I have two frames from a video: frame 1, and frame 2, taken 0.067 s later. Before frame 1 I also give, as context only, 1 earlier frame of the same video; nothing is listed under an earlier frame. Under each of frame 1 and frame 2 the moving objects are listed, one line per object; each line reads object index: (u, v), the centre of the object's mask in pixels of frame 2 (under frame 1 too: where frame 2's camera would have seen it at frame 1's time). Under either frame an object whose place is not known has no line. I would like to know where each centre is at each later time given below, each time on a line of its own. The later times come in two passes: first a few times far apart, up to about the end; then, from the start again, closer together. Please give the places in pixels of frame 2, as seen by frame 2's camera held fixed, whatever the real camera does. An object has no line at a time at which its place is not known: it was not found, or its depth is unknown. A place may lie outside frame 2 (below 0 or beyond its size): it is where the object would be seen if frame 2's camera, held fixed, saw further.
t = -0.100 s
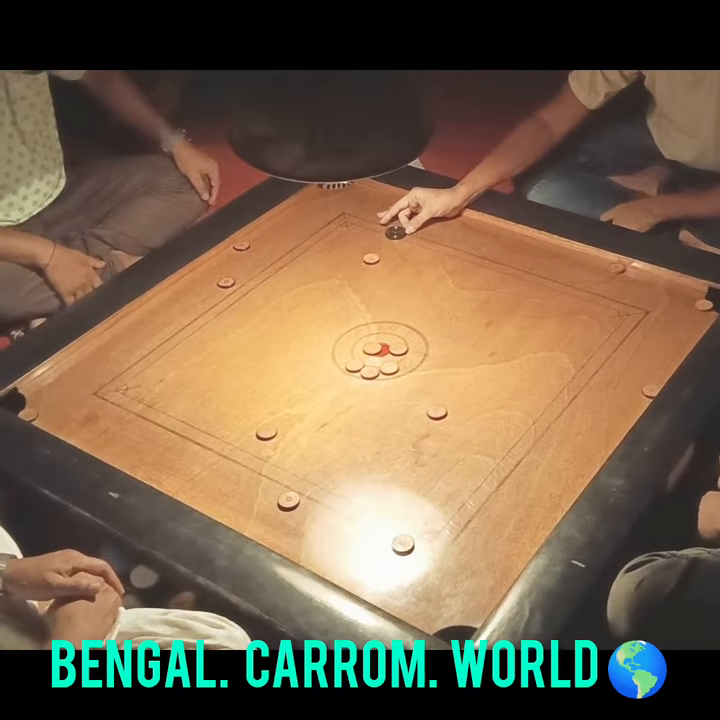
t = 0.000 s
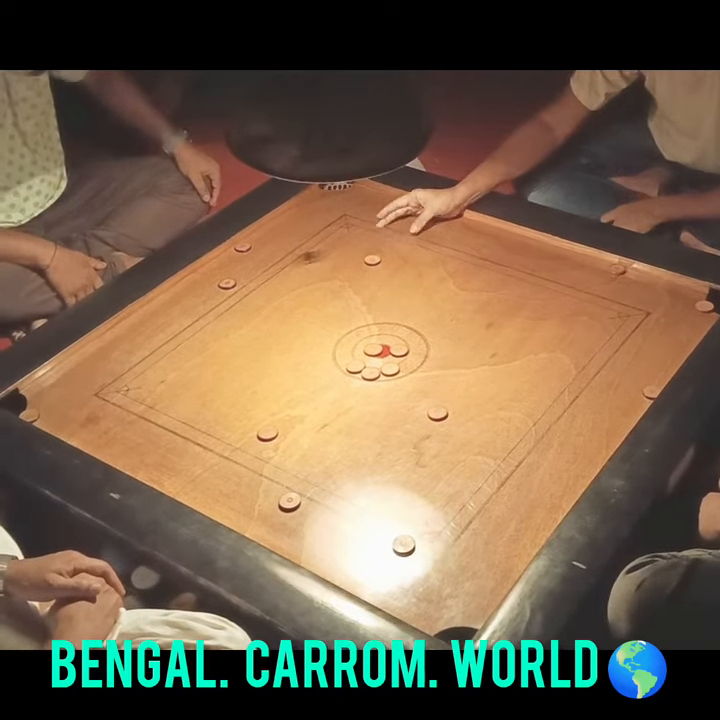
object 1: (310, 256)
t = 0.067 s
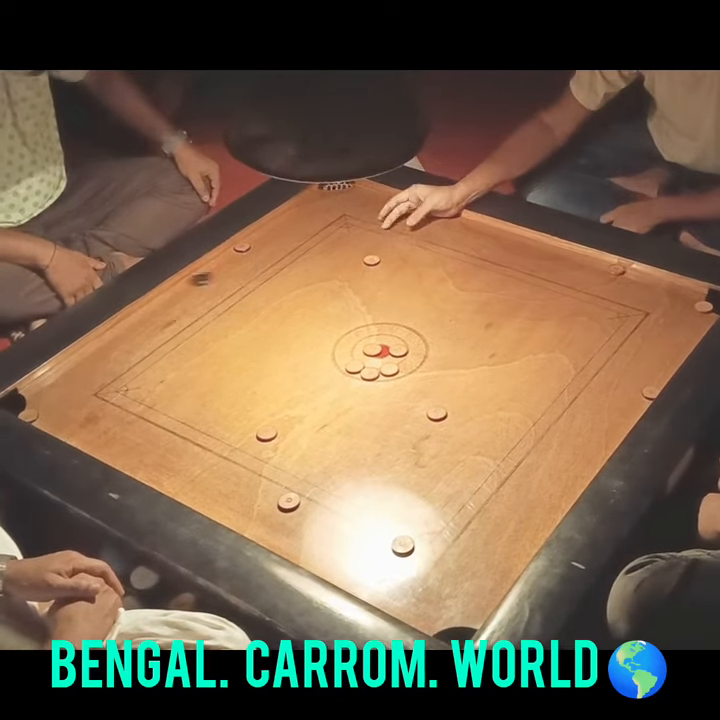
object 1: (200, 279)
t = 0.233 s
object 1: (216, 368)
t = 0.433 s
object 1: (254, 516)
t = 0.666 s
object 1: (445, 518)
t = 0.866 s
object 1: (539, 489)
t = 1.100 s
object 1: (496, 433)
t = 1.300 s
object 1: (484, 414)
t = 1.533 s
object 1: (485, 414)
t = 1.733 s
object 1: (486, 414)
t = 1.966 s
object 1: (486, 414)
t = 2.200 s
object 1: (486, 414)
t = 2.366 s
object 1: (485, 414)
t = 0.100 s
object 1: (195, 292)
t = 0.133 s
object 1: (200, 311)
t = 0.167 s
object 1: (205, 329)
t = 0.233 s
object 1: (216, 368)
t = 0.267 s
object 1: (221, 389)
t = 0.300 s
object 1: (227, 412)
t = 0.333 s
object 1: (233, 435)
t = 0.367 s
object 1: (240, 461)
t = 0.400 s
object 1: (246, 487)
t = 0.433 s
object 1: (254, 516)
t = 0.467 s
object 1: (270, 534)
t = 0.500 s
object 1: (300, 531)
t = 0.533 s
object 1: (331, 528)
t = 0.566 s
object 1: (361, 525)
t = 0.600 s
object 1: (390, 522)
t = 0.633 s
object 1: (418, 520)
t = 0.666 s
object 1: (445, 518)
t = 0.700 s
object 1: (472, 516)
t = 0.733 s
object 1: (499, 514)
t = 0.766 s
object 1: (526, 513)
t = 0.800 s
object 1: (550, 510)
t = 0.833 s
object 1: (548, 500)
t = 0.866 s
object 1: (539, 489)
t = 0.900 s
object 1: (531, 478)
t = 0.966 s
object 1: (516, 460)
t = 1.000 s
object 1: (511, 453)
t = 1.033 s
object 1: (505, 445)
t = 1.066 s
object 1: (500, 439)
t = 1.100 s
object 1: (496, 433)
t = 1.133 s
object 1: (492, 428)
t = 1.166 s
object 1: (490, 424)
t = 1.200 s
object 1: (486, 417)
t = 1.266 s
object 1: (485, 415)
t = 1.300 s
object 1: (484, 414)
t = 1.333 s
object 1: (485, 413)
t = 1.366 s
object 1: (485, 413)
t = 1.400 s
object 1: (485, 413)
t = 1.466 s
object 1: (486, 414)
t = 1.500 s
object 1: (485, 414)
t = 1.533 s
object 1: (485, 414)
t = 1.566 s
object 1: (485, 414)
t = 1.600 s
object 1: (485, 414)
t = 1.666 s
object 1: (485, 414)
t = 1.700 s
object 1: (486, 414)
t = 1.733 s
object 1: (486, 414)
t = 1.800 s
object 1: (486, 414)
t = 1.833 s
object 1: (486, 414)
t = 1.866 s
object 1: (486, 414)
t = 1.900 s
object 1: (486, 414)
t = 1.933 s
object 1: (486, 414)
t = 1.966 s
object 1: (486, 414)
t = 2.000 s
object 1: (486, 414)
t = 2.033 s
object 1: (486, 414)
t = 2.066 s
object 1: (486, 414)
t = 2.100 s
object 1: (486, 414)
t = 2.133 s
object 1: (486, 414)
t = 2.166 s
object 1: (486, 414)
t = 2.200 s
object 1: (486, 414)
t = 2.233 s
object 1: (485, 414)
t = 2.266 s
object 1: (486, 414)
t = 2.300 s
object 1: (486, 414)
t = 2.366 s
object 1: (485, 414)
